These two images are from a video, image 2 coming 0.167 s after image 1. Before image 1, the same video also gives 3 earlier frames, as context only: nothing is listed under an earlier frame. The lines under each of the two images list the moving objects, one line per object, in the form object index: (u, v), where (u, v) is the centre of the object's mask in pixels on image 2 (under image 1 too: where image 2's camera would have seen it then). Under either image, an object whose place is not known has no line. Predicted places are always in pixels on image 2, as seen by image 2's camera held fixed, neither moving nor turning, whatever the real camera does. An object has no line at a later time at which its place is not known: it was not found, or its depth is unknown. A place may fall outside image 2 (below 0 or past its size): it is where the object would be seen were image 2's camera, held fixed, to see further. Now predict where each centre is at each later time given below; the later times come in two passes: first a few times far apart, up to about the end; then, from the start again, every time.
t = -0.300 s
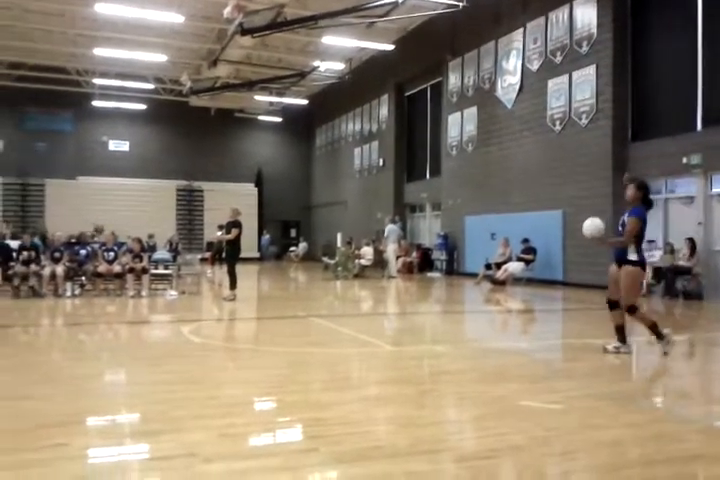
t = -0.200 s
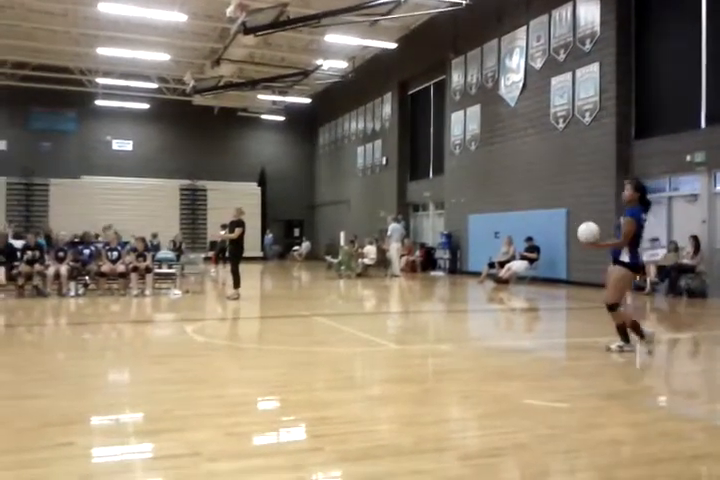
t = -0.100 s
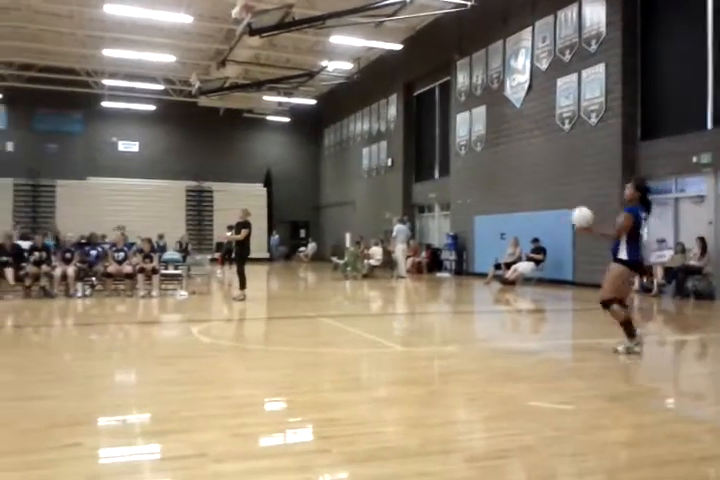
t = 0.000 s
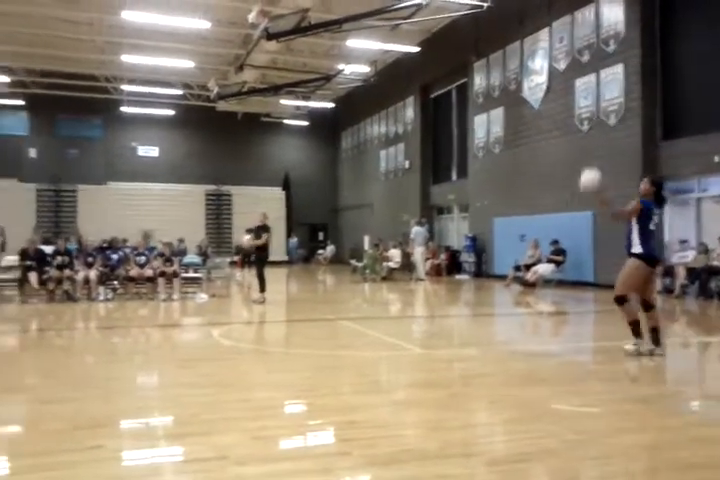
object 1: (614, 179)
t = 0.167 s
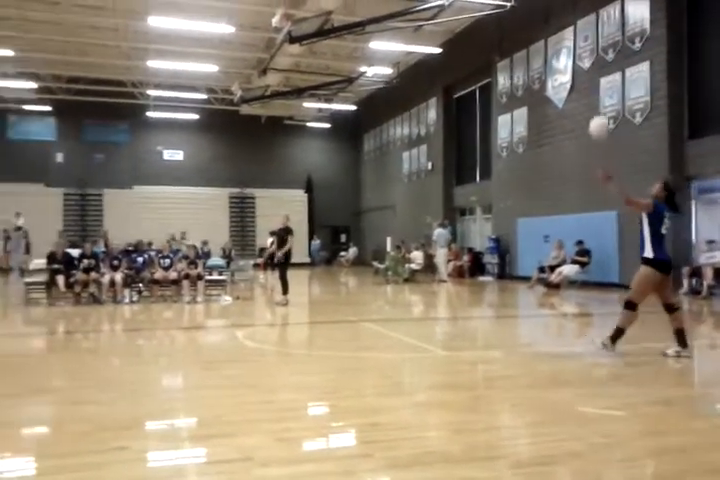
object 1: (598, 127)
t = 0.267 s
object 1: (590, 109)
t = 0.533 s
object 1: (568, 108)
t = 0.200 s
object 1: (595, 119)
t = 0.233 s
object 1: (592, 114)
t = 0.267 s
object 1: (590, 109)
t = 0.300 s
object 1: (587, 106)
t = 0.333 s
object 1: (584, 103)
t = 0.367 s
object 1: (581, 101)
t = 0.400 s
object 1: (578, 100)
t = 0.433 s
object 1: (575, 101)
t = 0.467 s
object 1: (574, 103)
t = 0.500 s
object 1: (571, 105)
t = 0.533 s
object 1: (568, 108)
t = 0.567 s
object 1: (564, 112)
